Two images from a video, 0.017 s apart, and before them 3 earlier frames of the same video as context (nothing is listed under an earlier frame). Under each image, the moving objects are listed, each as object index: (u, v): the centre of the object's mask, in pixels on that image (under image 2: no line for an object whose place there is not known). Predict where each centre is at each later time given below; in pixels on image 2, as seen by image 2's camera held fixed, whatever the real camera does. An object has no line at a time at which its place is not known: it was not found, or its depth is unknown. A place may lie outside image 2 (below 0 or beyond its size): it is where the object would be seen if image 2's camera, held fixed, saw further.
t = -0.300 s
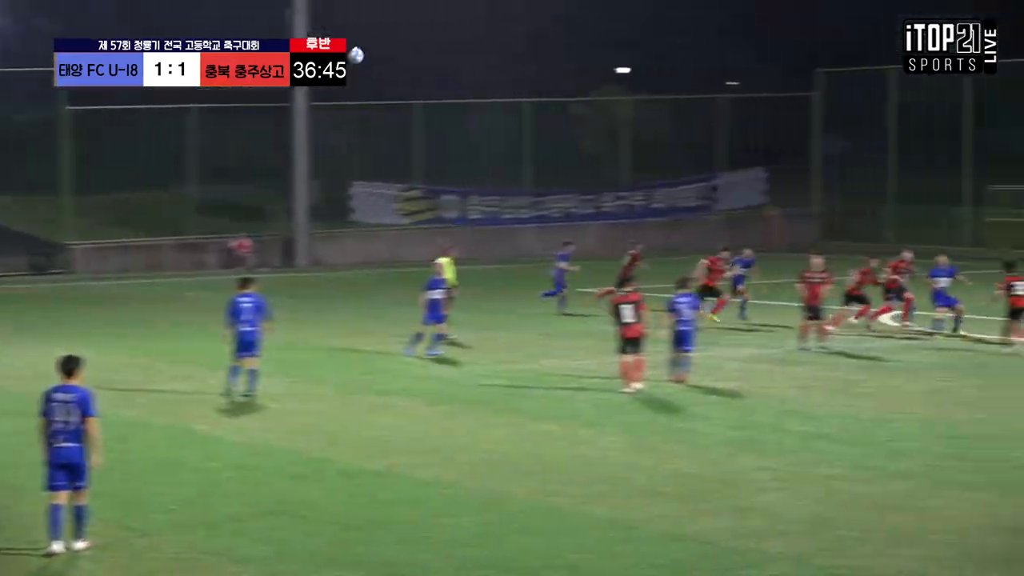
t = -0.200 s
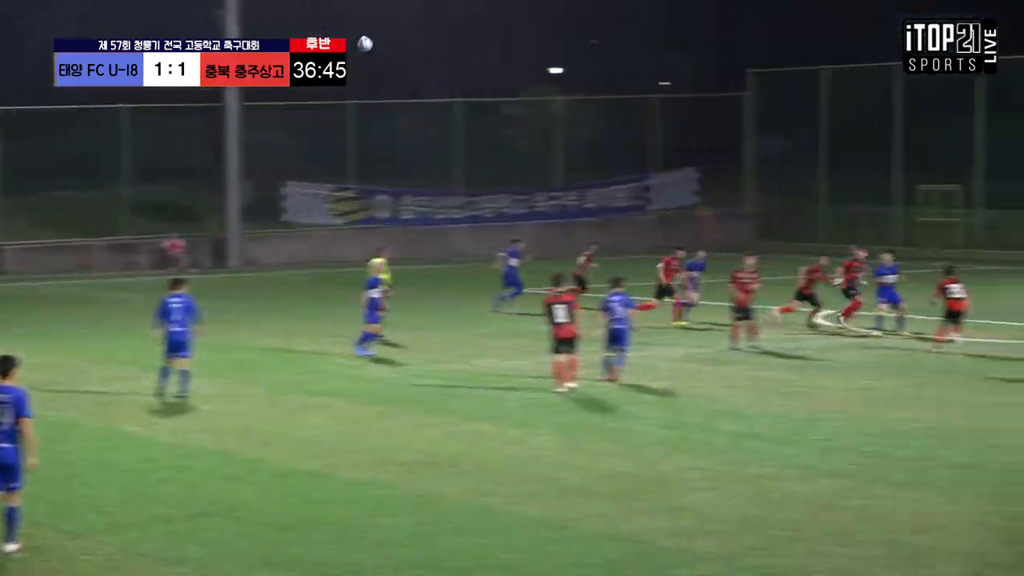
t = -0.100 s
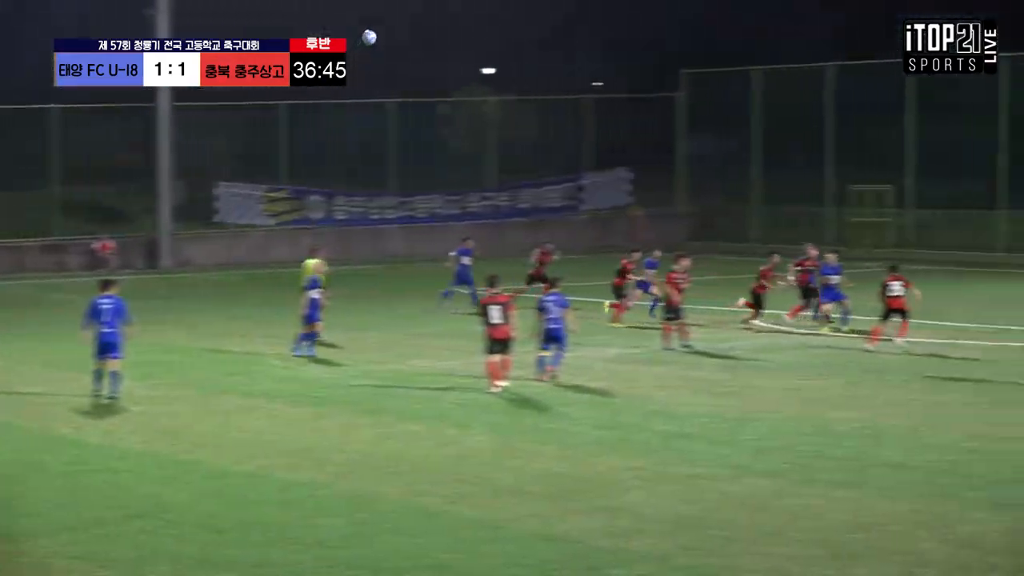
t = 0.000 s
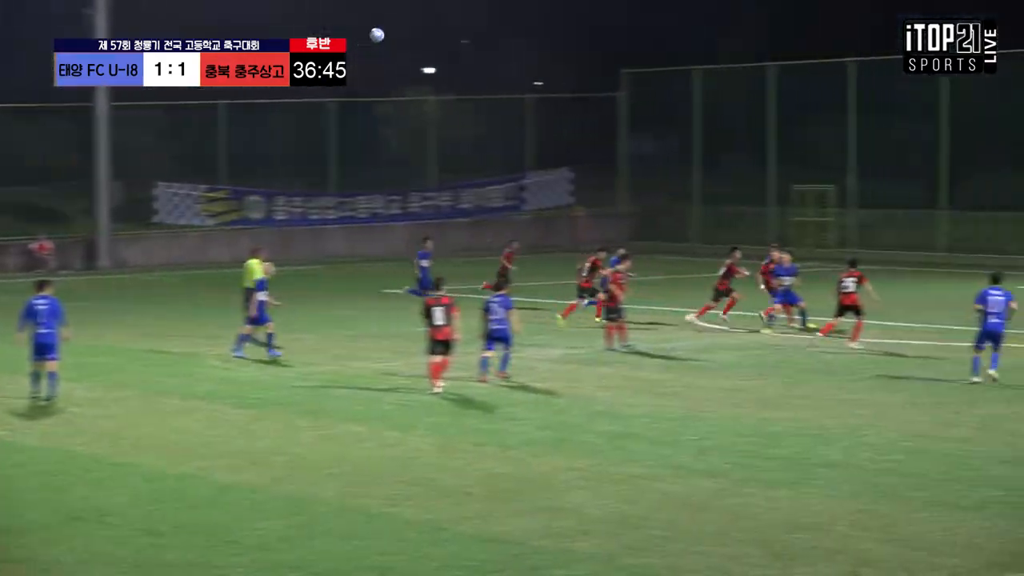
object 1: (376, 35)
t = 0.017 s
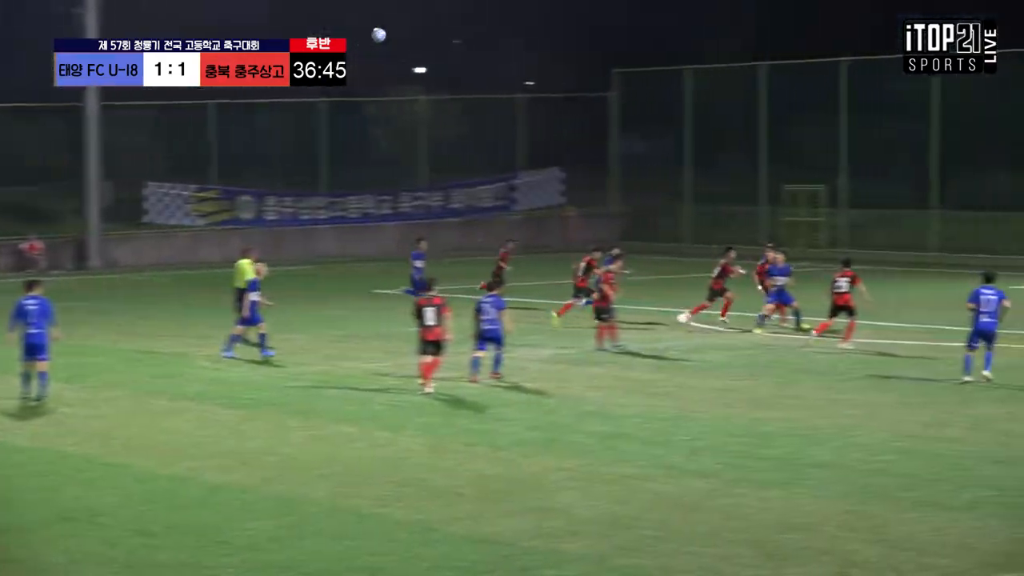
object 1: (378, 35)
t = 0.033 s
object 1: (383, 35)
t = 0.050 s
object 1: (387, 35)
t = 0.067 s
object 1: (392, 36)
